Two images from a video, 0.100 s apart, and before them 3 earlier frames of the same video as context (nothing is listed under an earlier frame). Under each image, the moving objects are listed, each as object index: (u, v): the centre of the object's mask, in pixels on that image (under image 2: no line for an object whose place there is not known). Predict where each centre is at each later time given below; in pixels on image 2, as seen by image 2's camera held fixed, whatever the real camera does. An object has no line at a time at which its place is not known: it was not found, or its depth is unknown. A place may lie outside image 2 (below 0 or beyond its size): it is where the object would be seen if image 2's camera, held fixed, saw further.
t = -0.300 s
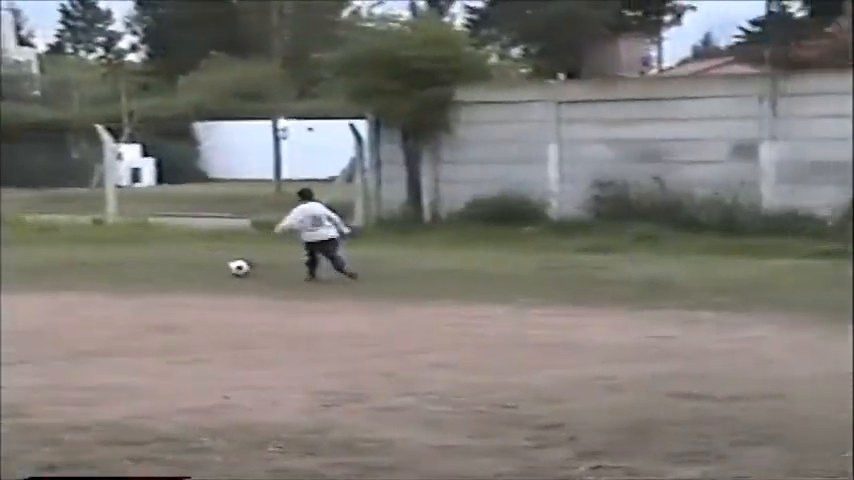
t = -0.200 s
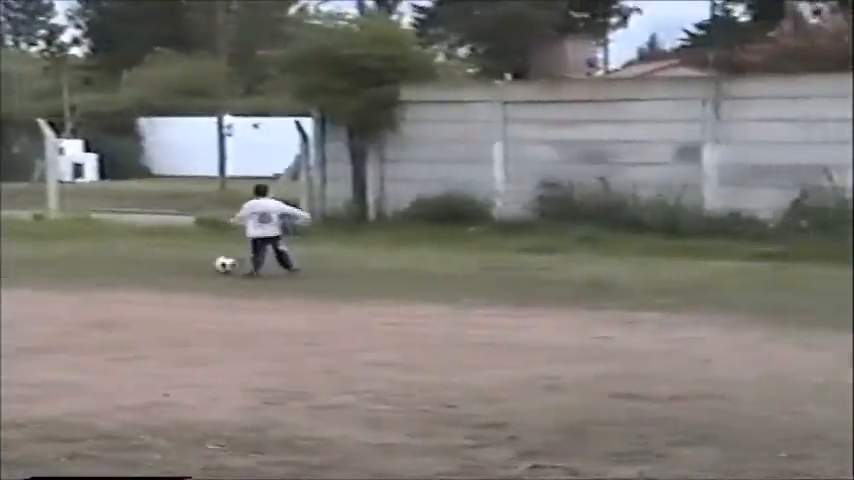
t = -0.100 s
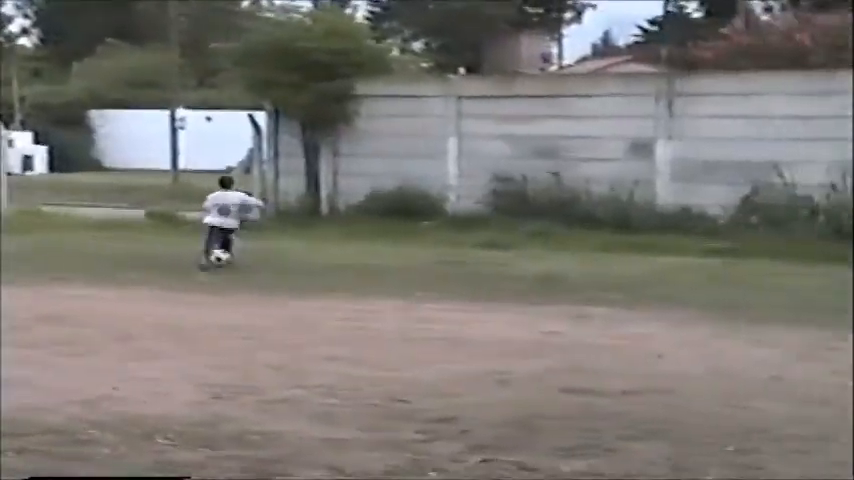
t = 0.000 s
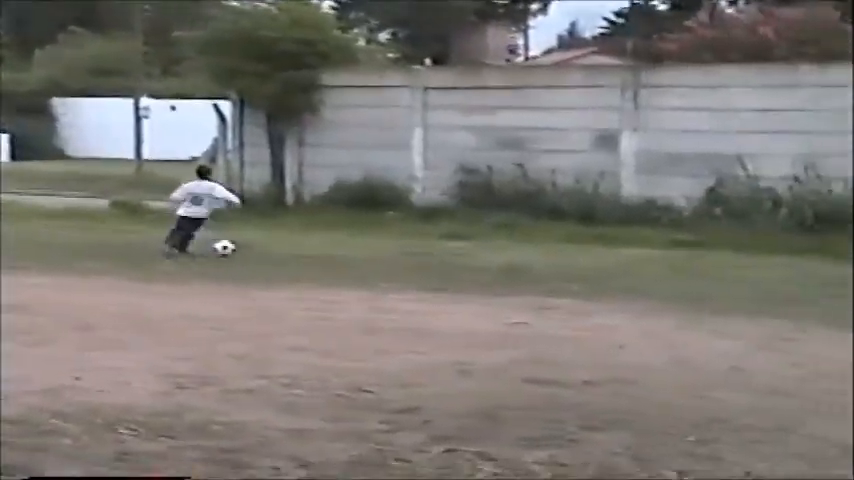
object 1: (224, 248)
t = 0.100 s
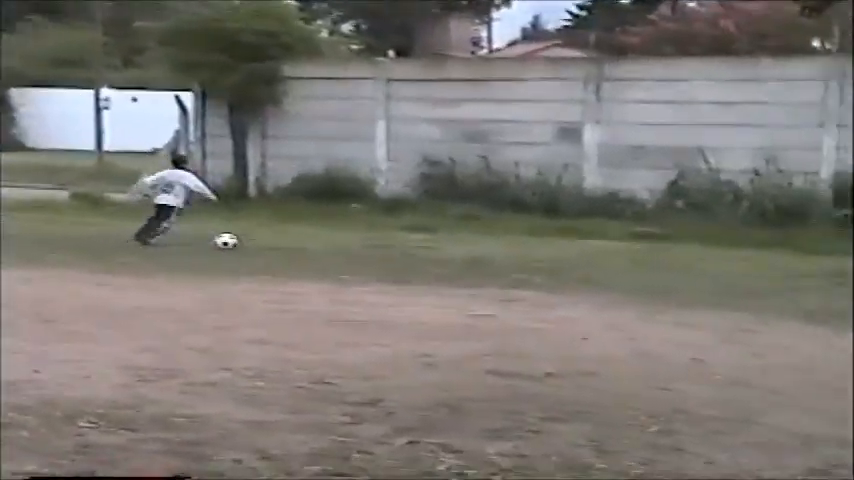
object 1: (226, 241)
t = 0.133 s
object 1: (238, 241)
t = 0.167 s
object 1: (252, 242)
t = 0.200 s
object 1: (265, 242)
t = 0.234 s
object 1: (277, 241)
